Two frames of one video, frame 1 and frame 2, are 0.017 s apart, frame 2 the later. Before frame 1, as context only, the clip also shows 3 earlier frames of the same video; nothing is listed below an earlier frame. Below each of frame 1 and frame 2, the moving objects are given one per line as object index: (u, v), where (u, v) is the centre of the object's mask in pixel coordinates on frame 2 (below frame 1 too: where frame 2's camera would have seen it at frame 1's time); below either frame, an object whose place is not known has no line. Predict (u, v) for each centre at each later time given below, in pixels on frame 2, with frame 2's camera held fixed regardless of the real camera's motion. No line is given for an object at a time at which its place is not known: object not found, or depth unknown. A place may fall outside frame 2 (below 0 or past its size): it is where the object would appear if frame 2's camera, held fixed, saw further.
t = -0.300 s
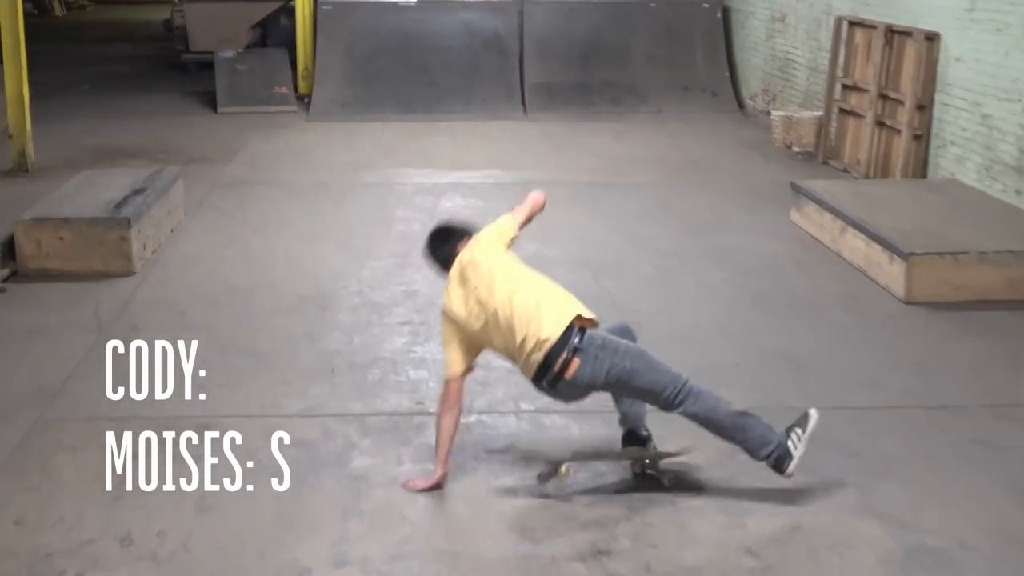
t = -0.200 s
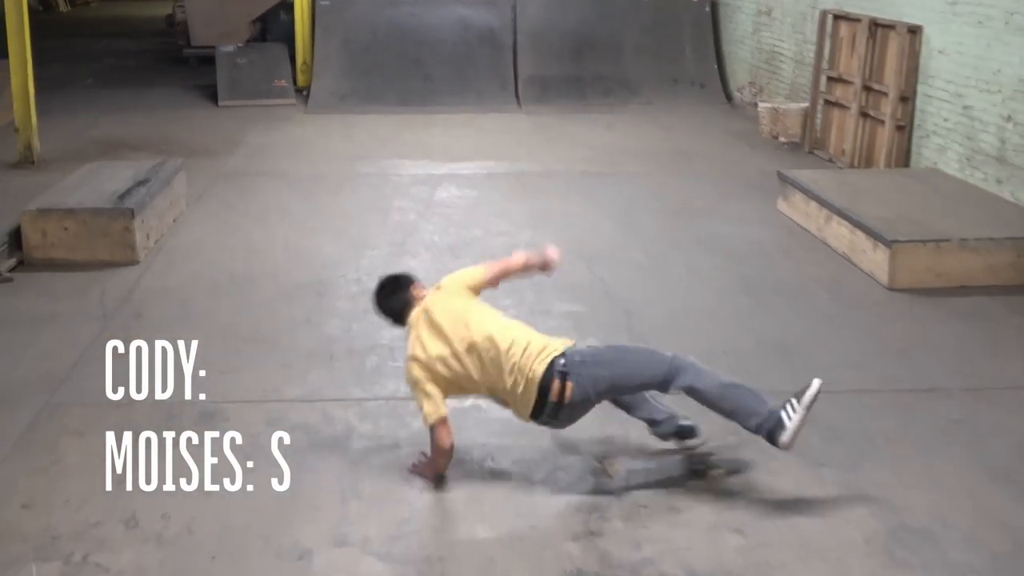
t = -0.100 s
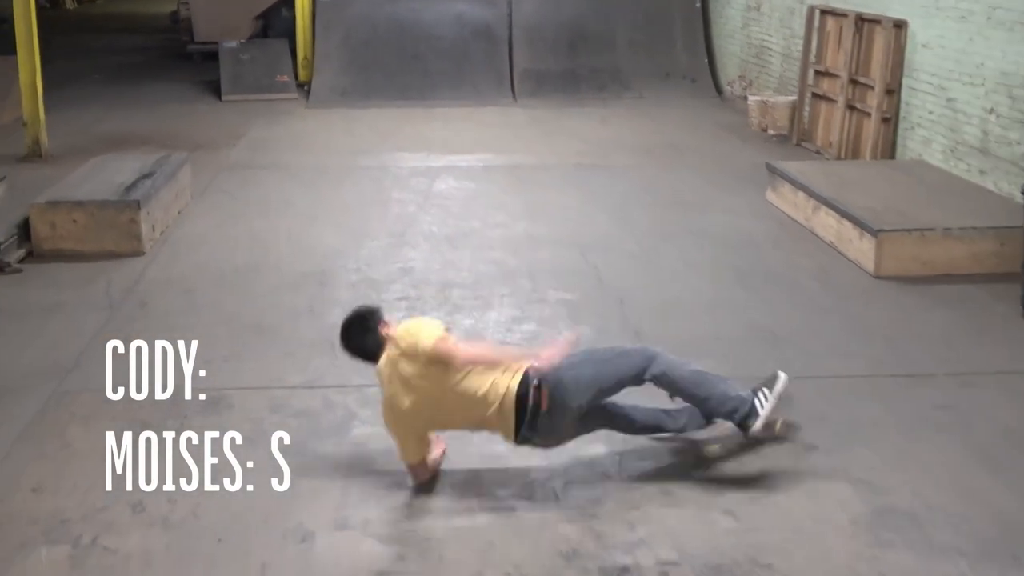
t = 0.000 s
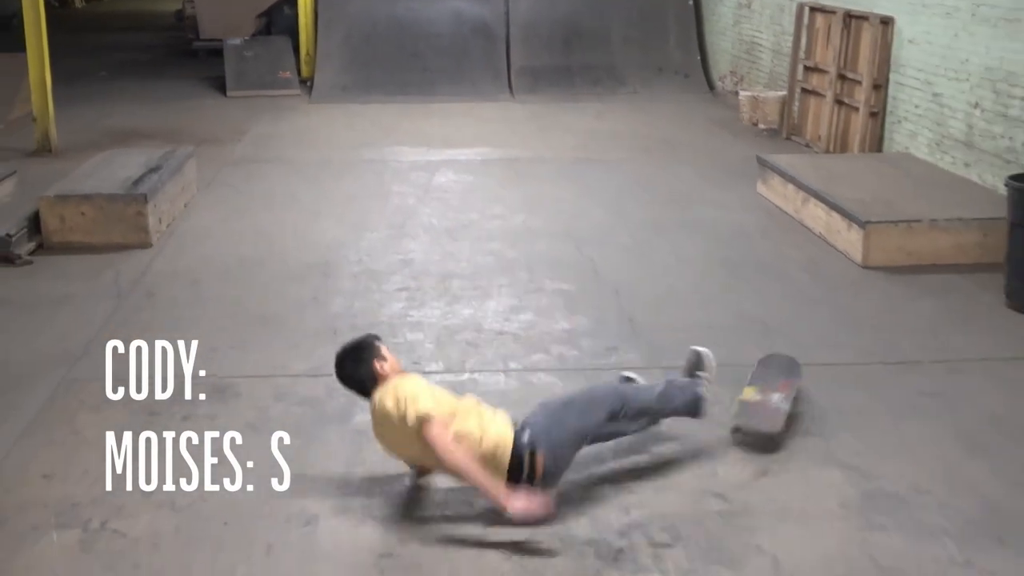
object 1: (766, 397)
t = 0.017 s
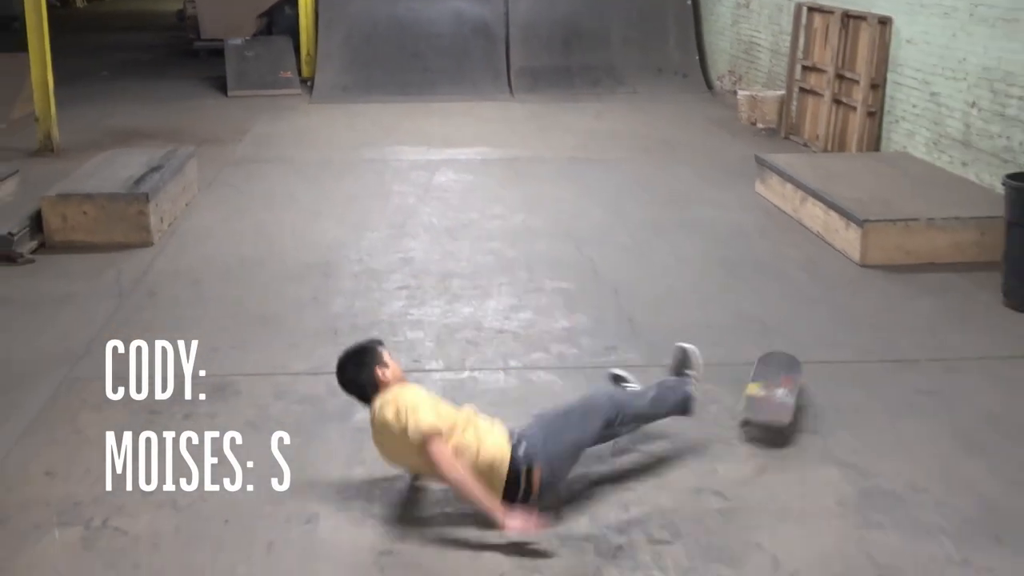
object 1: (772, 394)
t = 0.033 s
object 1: (779, 391)
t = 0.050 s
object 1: (784, 390)
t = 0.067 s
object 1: (790, 390)
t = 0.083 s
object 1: (793, 388)
